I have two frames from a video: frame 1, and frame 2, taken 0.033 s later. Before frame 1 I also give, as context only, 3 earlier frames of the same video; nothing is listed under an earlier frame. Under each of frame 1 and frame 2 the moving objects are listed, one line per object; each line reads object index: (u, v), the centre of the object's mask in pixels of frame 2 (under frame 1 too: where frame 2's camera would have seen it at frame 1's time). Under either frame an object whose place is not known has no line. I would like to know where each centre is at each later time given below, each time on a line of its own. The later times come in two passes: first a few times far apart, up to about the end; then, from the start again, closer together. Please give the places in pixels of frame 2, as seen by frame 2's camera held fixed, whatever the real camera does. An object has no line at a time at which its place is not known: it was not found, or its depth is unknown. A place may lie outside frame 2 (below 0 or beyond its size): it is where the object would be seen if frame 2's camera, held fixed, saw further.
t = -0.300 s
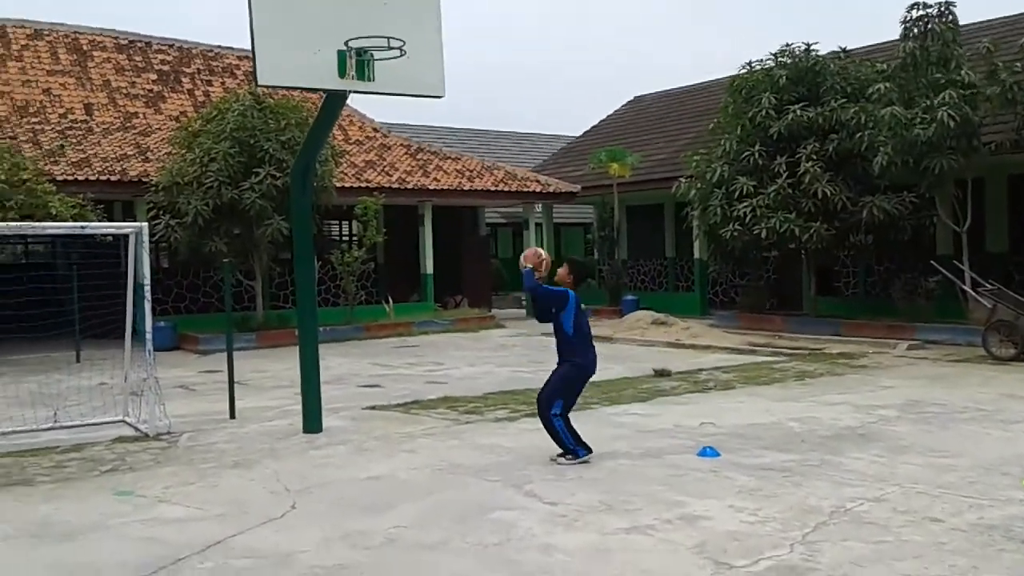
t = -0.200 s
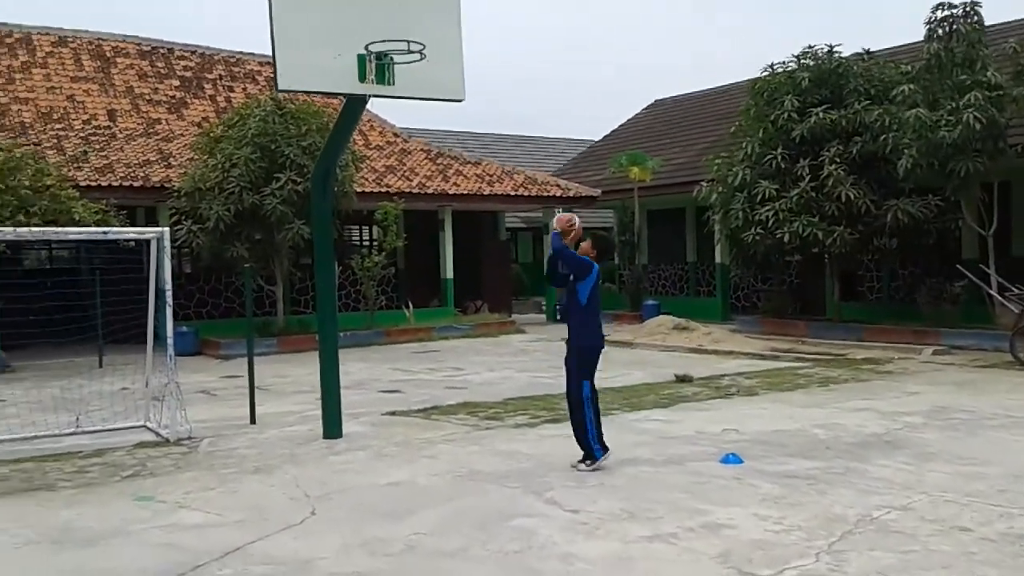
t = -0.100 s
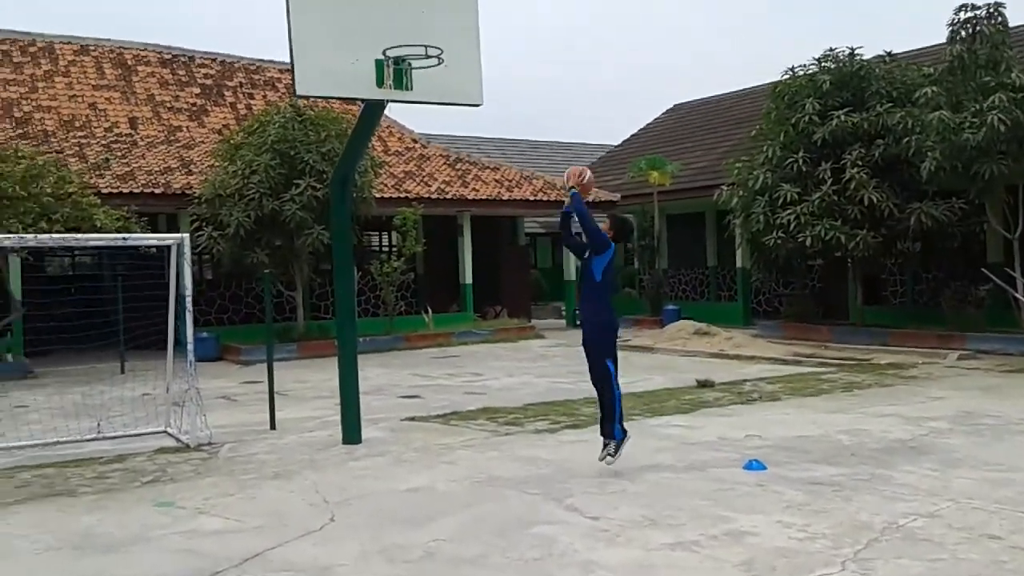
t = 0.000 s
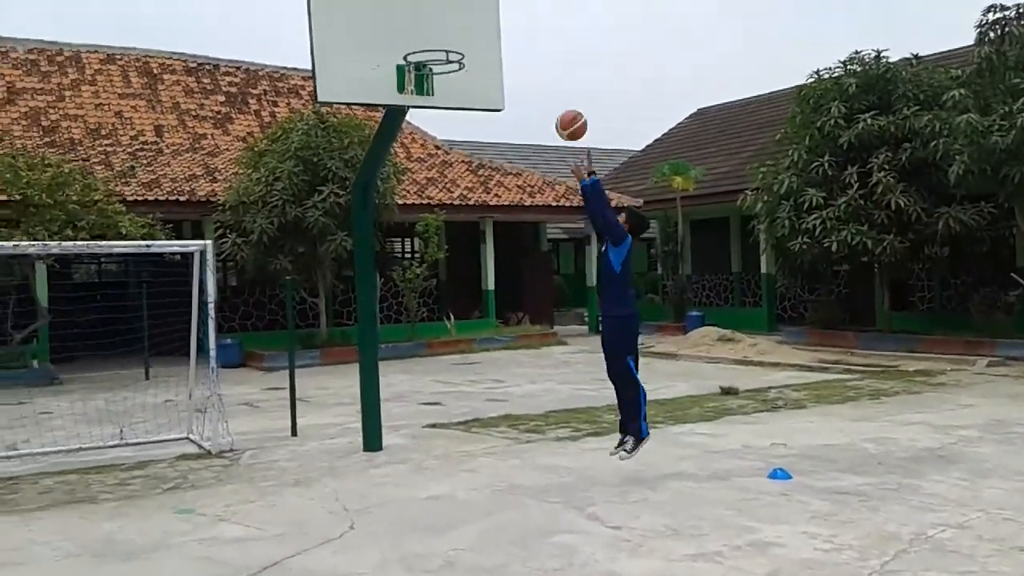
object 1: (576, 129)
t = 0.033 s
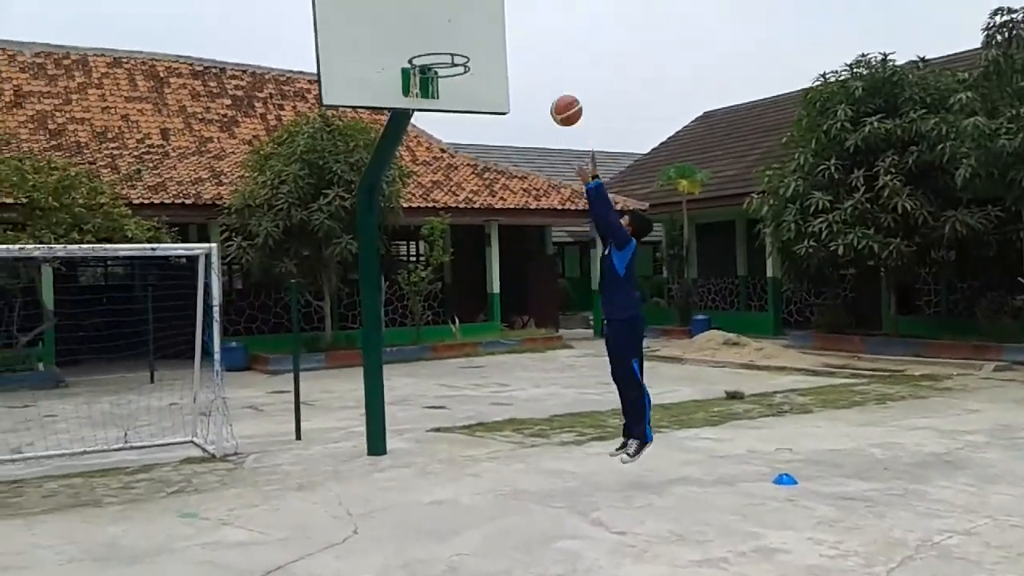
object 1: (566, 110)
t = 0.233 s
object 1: (507, 37)
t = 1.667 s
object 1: (509, 350)
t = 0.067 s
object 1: (557, 93)
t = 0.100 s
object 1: (547, 78)
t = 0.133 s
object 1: (538, 65)
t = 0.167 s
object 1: (528, 54)
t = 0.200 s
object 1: (517, 45)
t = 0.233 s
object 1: (507, 37)
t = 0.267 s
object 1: (496, 30)
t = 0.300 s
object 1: (481, 19)
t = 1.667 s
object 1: (509, 350)
